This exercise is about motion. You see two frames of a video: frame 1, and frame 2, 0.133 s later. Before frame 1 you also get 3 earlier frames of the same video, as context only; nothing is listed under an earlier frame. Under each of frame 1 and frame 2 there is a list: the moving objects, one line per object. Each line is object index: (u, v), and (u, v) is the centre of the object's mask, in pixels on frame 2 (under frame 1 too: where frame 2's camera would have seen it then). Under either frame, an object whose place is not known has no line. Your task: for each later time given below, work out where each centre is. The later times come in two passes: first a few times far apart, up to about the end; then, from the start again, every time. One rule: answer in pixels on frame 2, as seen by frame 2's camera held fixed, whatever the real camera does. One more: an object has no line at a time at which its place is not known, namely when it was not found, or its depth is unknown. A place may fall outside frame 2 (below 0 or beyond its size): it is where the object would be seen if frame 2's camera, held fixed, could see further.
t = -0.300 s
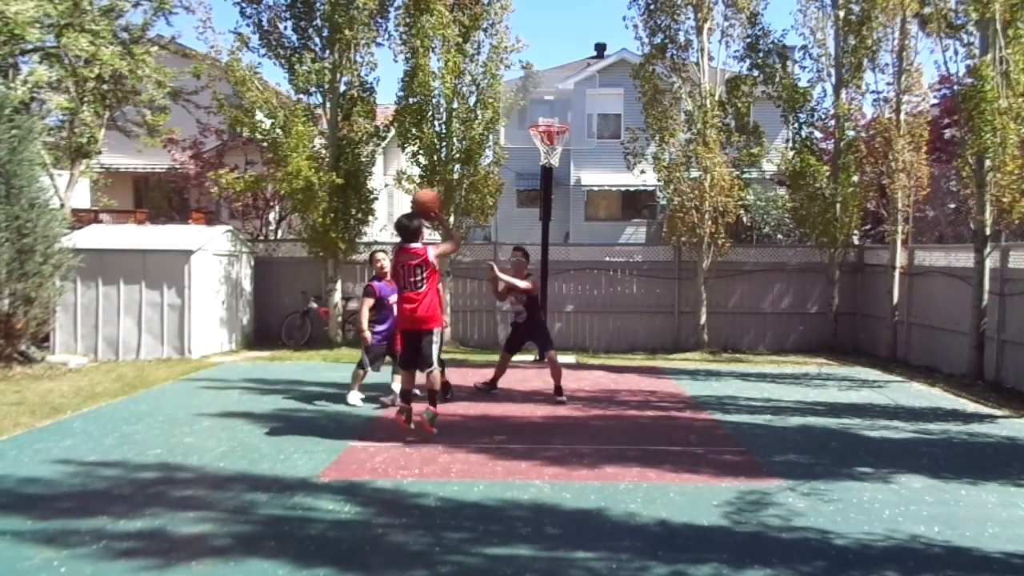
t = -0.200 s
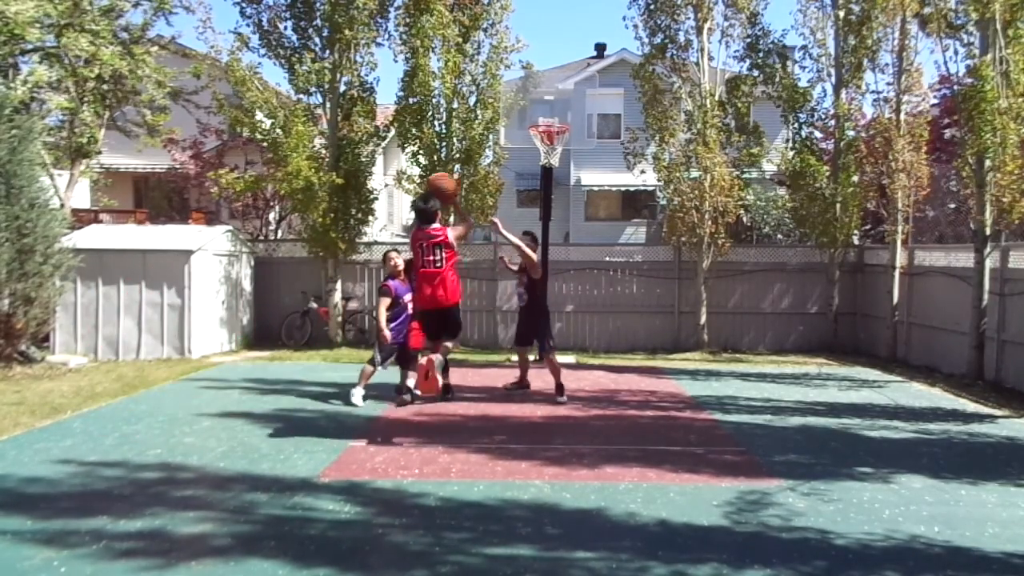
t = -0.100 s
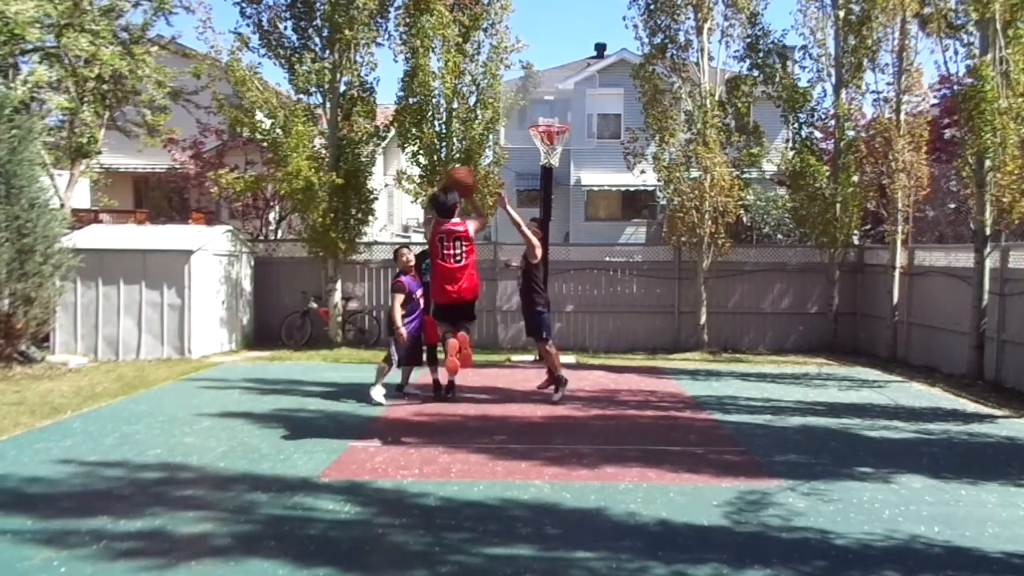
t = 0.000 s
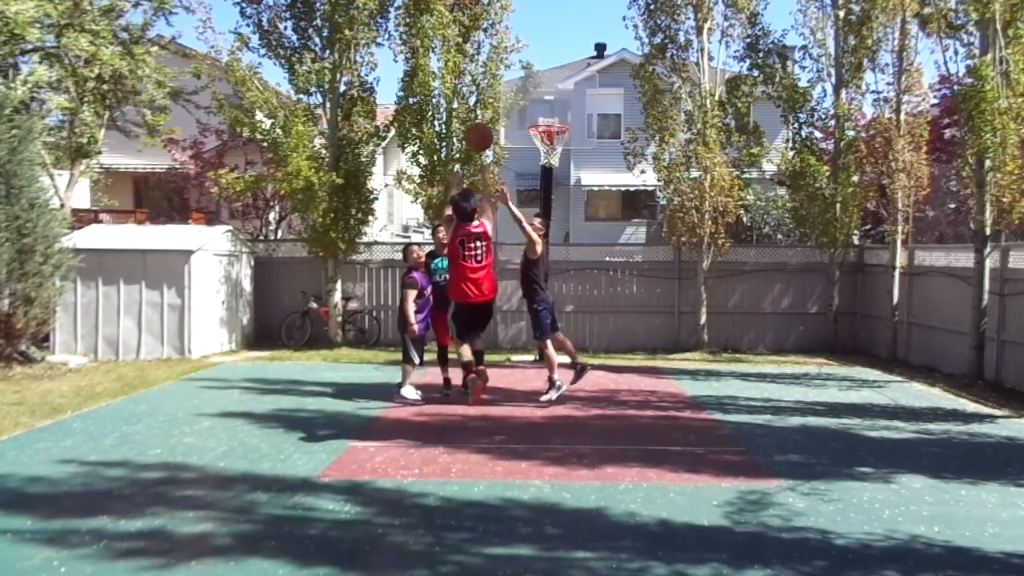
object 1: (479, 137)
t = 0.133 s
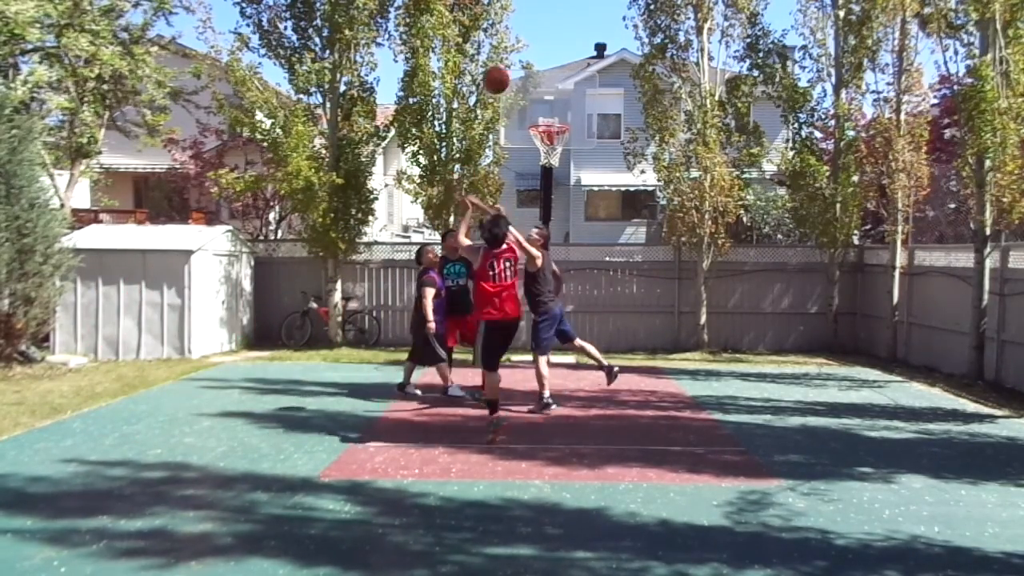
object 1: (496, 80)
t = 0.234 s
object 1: (508, 54)
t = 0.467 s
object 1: (529, 42)
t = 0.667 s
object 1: (544, 71)
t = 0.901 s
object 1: (555, 135)
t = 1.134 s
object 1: (529, 154)
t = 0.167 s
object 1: (500, 69)
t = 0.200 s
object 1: (504, 61)
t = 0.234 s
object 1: (508, 54)
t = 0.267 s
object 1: (511, 49)
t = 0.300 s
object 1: (514, 45)
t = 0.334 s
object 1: (517, 42)
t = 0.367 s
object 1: (520, 40)
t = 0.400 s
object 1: (523, 39)
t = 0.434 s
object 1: (527, 40)
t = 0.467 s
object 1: (529, 42)
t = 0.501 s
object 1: (532, 44)
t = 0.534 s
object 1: (534, 48)
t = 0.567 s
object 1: (538, 52)
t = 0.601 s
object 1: (540, 58)
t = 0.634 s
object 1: (542, 64)
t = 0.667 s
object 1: (544, 71)
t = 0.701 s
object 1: (546, 79)
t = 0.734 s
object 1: (548, 87)
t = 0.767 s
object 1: (551, 96)
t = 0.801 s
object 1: (553, 106)
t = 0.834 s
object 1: (555, 115)
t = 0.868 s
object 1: (558, 122)
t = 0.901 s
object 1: (555, 135)
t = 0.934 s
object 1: (548, 140)
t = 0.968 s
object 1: (541, 148)
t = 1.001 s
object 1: (536, 151)
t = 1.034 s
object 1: (534, 150)
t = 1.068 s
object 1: (533, 149)
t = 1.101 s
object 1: (531, 149)
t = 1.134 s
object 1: (529, 154)
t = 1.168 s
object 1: (529, 155)
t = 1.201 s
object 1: (529, 157)
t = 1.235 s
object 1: (530, 159)
